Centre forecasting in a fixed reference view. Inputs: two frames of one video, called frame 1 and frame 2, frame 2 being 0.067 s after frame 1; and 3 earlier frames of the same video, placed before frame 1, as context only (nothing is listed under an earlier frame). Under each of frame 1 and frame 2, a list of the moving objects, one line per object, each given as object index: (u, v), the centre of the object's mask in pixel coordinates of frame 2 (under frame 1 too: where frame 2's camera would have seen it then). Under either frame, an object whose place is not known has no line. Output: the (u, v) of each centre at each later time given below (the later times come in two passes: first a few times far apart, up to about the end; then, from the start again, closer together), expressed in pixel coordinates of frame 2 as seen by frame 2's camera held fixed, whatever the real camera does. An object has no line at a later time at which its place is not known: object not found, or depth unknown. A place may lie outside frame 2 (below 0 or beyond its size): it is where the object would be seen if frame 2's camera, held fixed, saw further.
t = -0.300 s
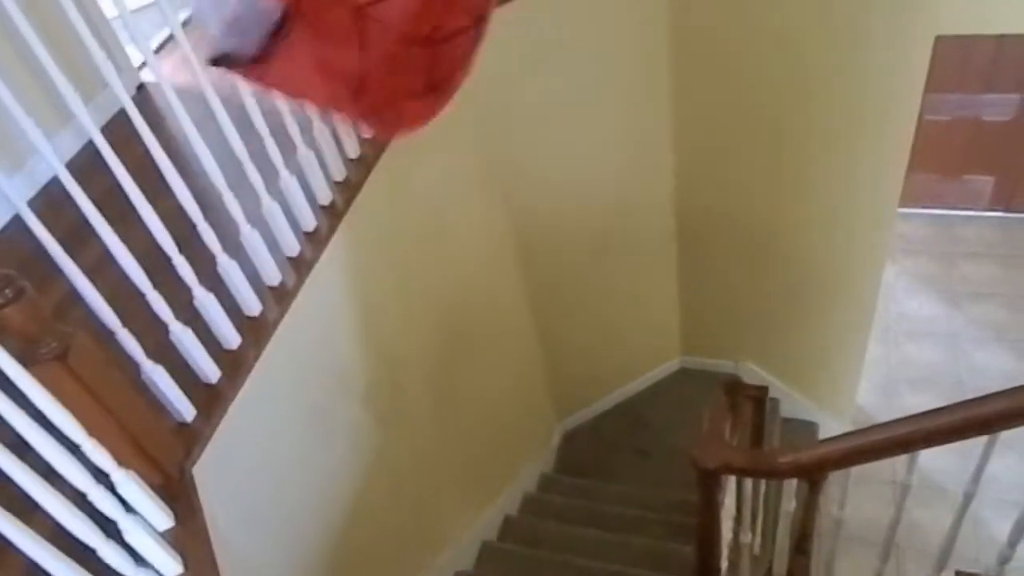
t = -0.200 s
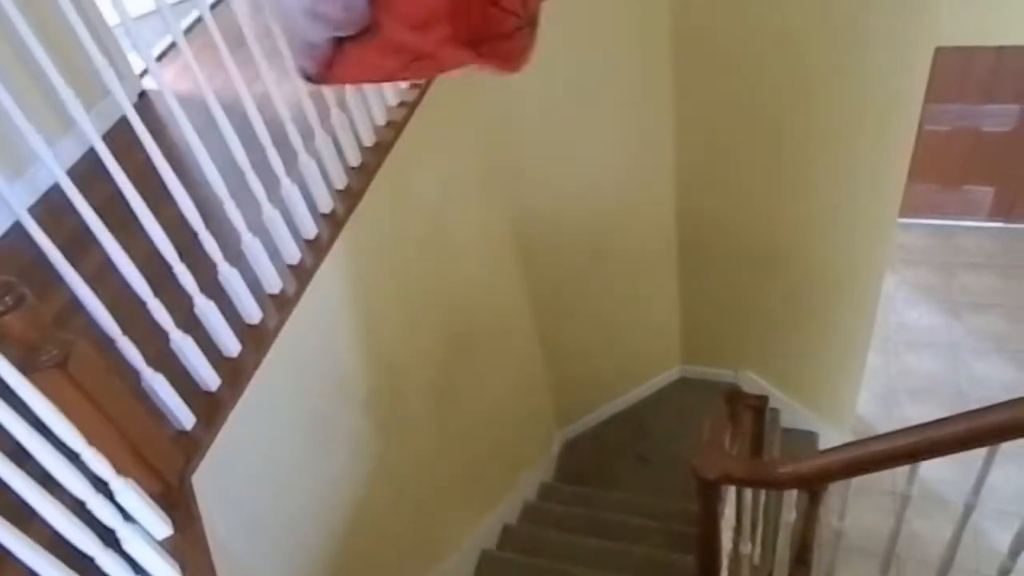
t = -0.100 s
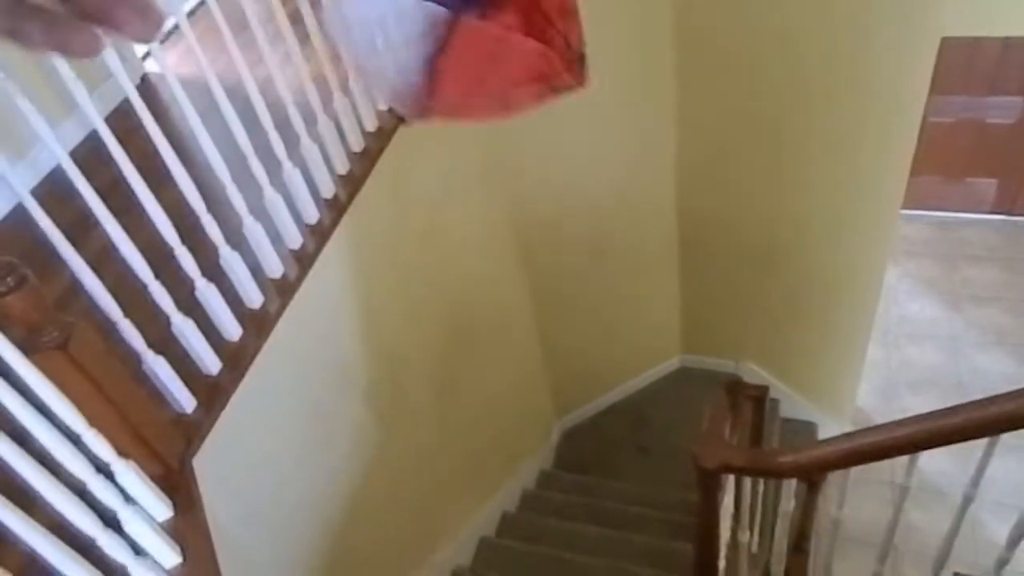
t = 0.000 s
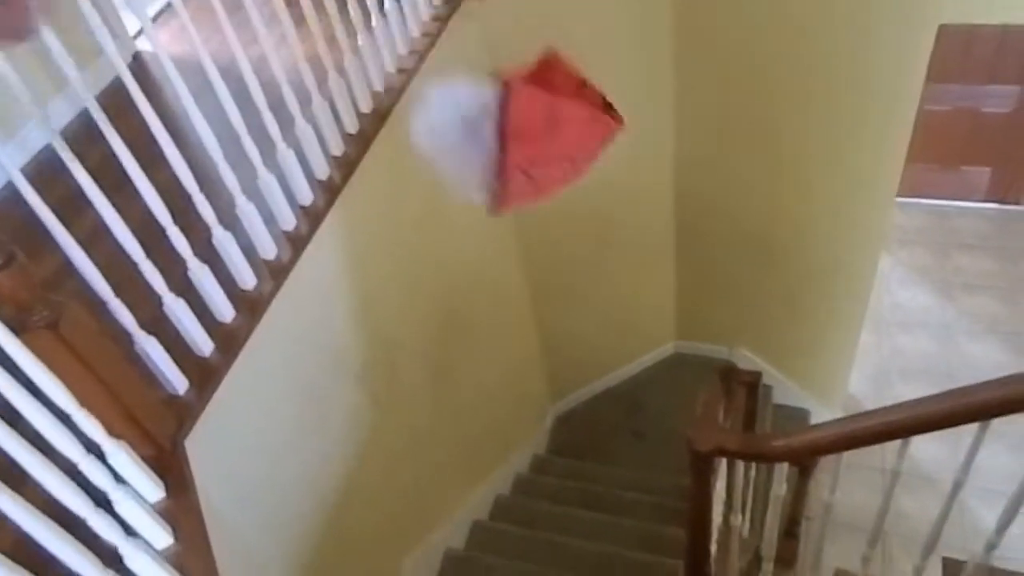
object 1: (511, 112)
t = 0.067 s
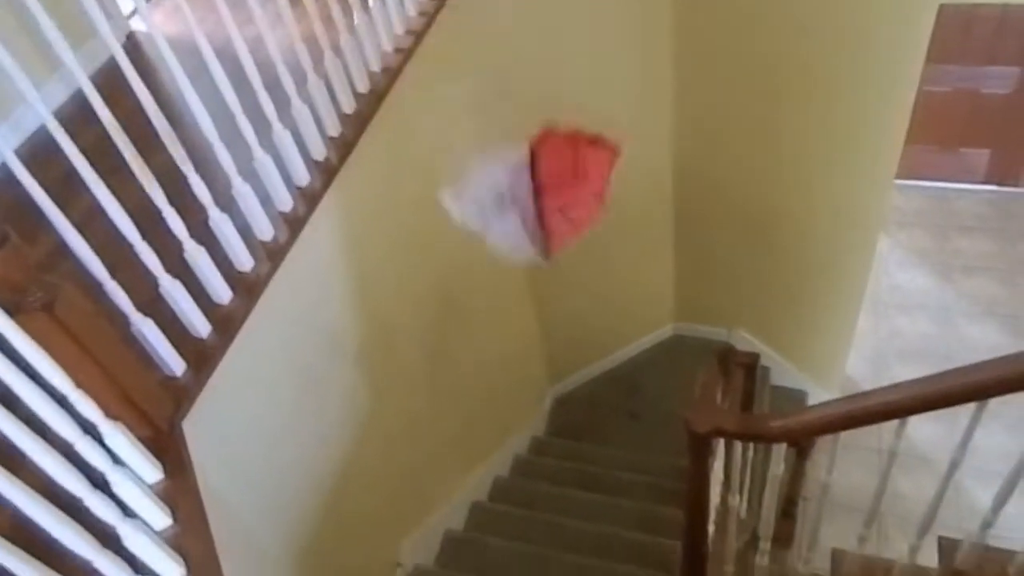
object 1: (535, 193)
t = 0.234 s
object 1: (578, 363)
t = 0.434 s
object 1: (591, 505)
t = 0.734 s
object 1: (638, 575)
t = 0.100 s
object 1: (547, 231)
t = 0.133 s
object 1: (556, 269)
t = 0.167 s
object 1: (566, 304)
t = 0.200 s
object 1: (574, 334)
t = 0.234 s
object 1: (578, 363)
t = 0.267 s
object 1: (580, 390)
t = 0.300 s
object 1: (581, 414)
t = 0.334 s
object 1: (578, 435)
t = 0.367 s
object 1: (583, 460)
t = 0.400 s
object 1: (586, 483)
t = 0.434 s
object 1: (591, 505)
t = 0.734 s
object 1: (638, 575)
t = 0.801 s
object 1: (641, 570)
